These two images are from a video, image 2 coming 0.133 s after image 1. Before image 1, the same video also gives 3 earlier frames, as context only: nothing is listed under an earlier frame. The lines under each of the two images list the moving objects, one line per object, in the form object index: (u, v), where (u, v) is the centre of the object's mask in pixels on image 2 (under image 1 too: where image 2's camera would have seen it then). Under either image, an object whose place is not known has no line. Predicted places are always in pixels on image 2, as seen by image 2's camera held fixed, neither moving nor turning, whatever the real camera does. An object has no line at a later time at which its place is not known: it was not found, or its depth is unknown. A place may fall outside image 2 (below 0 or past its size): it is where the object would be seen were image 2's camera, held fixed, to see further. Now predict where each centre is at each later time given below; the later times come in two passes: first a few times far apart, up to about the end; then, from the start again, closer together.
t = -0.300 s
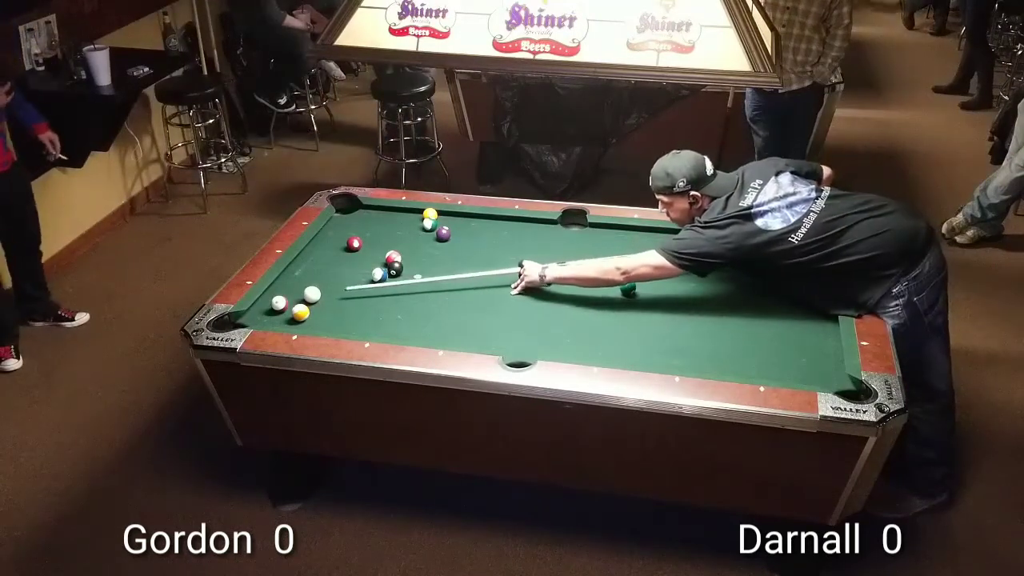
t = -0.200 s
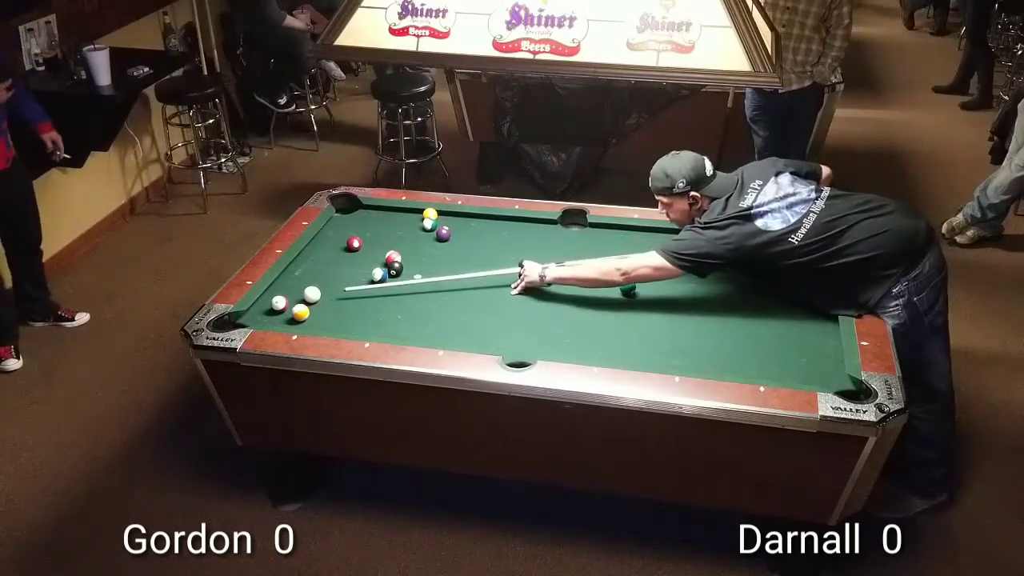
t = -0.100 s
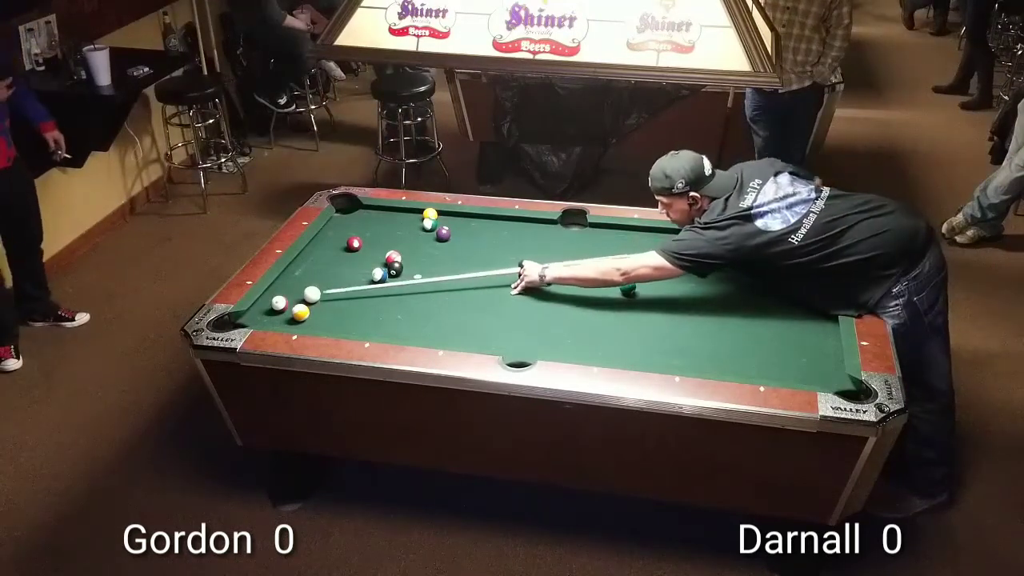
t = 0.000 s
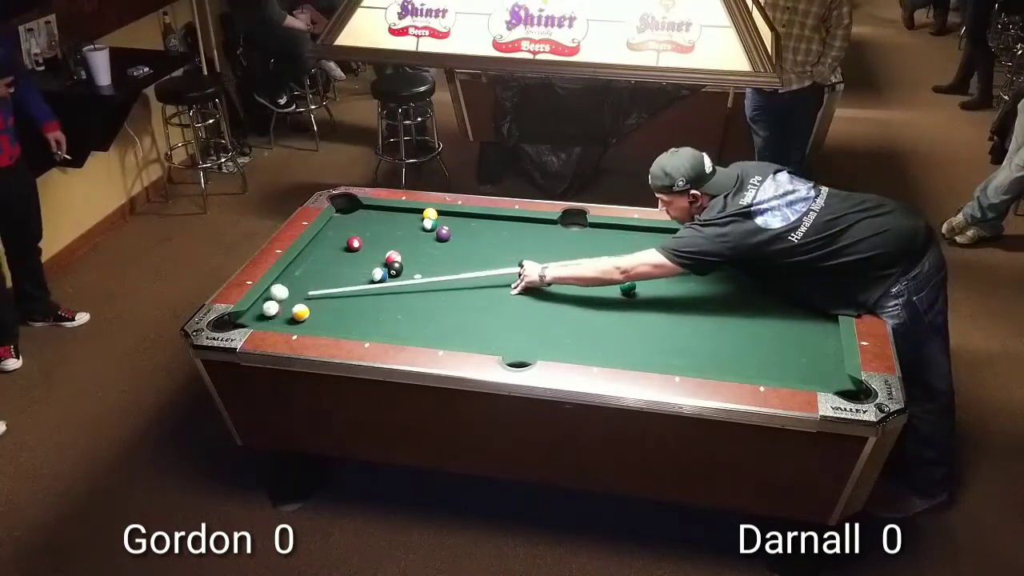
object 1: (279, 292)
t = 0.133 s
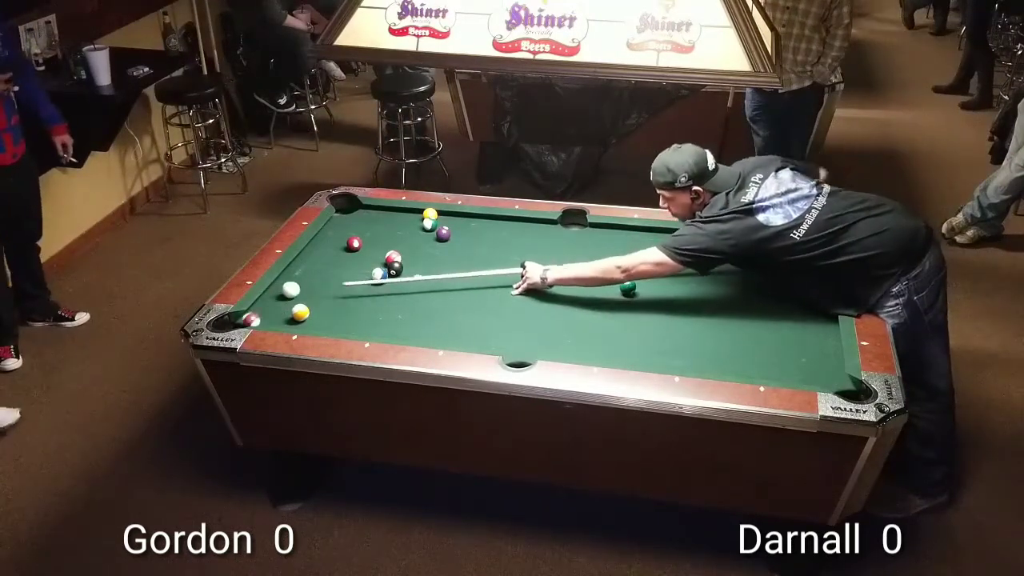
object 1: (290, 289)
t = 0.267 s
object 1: (310, 288)
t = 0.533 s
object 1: (348, 285)
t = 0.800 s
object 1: (382, 284)
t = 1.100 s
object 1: (415, 285)
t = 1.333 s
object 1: (438, 286)
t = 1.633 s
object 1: (466, 287)
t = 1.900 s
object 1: (489, 288)
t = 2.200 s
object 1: (512, 288)
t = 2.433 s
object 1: (528, 288)
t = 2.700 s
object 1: (545, 288)
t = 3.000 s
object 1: (561, 289)
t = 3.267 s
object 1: (573, 289)
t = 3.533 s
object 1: (584, 289)
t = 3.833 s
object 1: (592, 289)
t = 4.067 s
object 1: (598, 289)
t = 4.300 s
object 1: (602, 290)
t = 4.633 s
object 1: (604, 290)
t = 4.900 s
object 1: (604, 291)
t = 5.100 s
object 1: (604, 291)
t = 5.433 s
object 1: (604, 291)
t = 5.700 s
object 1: (603, 291)
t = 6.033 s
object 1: (603, 290)
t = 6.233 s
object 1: (602, 290)
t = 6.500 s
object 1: (602, 291)
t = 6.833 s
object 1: (602, 290)
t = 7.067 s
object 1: (602, 290)
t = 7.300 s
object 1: (602, 290)
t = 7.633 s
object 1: (602, 290)
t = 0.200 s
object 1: (300, 289)
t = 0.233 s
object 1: (306, 288)
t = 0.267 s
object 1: (310, 288)
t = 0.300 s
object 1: (315, 287)
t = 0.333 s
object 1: (320, 287)
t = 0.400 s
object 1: (329, 286)
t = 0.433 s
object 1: (334, 286)
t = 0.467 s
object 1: (339, 286)
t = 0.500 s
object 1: (343, 285)
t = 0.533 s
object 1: (348, 285)
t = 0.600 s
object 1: (357, 285)
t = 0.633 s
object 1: (361, 284)
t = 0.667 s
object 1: (365, 284)
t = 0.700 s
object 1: (370, 284)
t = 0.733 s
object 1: (374, 284)
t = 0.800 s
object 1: (382, 284)
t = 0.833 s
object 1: (386, 284)
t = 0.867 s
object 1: (389, 284)
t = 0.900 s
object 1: (393, 284)
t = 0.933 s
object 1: (396, 285)
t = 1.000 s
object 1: (404, 285)
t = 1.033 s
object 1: (407, 285)
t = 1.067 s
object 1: (411, 285)
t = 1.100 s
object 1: (415, 285)
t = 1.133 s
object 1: (418, 285)
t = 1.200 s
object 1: (424, 285)
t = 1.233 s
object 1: (428, 286)
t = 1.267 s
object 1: (431, 286)
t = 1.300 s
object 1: (435, 286)
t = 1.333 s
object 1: (438, 286)
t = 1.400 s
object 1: (444, 286)
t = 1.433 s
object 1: (448, 286)
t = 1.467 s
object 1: (451, 287)
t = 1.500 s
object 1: (454, 287)
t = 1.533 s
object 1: (457, 287)
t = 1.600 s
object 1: (463, 287)
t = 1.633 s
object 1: (466, 287)
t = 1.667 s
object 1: (469, 287)
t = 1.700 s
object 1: (472, 287)
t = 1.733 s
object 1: (475, 287)
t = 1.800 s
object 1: (480, 288)
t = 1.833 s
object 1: (483, 288)
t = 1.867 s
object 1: (486, 288)
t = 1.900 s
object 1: (489, 288)
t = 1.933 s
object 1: (491, 288)
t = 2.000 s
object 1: (497, 288)
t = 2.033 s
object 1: (499, 288)
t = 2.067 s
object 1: (502, 288)
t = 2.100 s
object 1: (505, 288)
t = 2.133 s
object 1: (507, 288)
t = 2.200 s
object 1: (512, 288)
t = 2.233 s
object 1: (514, 288)
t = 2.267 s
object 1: (517, 288)
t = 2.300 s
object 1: (519, 288)
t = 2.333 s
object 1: (522, 288)
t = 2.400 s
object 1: (526, 288)
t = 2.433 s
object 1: (528, 288)
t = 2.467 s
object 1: (531, 288)
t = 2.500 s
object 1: (533, 288)
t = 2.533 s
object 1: (535, 288)
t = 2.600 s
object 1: (539, 288)
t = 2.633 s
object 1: (541, 288)
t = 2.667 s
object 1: (543, 288)
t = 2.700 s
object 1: (545, 288)
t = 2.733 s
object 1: (547, 288)
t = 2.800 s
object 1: (551, 288)
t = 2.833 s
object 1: (553, 289)
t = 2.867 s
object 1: (554, 289)
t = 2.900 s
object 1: (556, 289)
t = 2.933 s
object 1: (558, 289)
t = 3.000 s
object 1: (561, 289)
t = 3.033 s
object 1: (563, 289)
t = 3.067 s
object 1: (565, 289)
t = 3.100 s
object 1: (566, 289)
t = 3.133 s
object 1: (568, 289)
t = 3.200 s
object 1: (571, 289)
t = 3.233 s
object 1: (572, 289)
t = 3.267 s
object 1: (573, 289)
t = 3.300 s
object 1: (575, 289)
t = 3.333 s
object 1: (576, 289)
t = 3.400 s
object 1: (579, 289)
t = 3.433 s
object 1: (580, 289)
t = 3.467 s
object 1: (581, 289)
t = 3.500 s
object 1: (582, 289)
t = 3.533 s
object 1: (584, 289)
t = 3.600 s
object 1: (586, 289)
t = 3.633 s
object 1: (587, 289)
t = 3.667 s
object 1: (588, 289)
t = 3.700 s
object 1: (589, 289)
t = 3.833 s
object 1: (592, 289)
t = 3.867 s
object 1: (593, 289)
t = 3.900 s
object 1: (594, 289)
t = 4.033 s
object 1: (597, 289)
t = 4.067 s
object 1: (598, 289)
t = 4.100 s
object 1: (598, 290)
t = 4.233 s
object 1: (600, 290)
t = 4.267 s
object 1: (601, 290)
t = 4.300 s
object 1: (602, 290)
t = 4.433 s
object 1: (603, 290)
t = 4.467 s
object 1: (603, 290)
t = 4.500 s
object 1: (603, 290)
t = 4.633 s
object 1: (604, 290)
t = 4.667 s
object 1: (604, 291)
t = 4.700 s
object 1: (604, 291)
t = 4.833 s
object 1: (604, 291)
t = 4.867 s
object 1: (604, 291)
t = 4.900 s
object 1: (604, 291)
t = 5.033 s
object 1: (604, 291)
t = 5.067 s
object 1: (604, 291)
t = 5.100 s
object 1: (604, 291)
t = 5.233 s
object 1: (604, 291)
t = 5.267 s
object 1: (604, 291)
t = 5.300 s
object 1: (604, 291)
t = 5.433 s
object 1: (604, 291)
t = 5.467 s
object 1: (604, 291)
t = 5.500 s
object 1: (603, 291)
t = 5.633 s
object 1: (603, 291)
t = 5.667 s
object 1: (603, 291)
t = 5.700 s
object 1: (603, 291)
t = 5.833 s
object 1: (603, 291)
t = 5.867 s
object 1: (603, 291)
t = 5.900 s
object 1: (603, 291)
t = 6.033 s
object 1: (603, 290)
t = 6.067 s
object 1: (603, 290)
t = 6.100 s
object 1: (602, 290)
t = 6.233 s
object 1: (602, 290)
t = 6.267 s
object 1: (602, 290)
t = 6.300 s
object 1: (602, 290)
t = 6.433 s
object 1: (602, 290)
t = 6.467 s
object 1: (602, 290)
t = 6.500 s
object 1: (602, 291)
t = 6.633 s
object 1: (602, 291)
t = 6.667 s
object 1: (602, 290)
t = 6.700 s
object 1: (602, 290)
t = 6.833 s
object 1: (602, 290)
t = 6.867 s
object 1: (602, 290)
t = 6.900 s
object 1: (602, 290)
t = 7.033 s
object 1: (602, 290)
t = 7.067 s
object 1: (602, 290)
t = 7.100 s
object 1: (602, 290)
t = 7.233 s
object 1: (602, 290)
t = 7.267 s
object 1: (602, 290)
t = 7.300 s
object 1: (602, 290)
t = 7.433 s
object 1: (602, 290)
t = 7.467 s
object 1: (602, 290)
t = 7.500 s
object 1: (602, 290)
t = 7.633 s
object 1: (602, 290)
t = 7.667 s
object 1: (602, 290)
